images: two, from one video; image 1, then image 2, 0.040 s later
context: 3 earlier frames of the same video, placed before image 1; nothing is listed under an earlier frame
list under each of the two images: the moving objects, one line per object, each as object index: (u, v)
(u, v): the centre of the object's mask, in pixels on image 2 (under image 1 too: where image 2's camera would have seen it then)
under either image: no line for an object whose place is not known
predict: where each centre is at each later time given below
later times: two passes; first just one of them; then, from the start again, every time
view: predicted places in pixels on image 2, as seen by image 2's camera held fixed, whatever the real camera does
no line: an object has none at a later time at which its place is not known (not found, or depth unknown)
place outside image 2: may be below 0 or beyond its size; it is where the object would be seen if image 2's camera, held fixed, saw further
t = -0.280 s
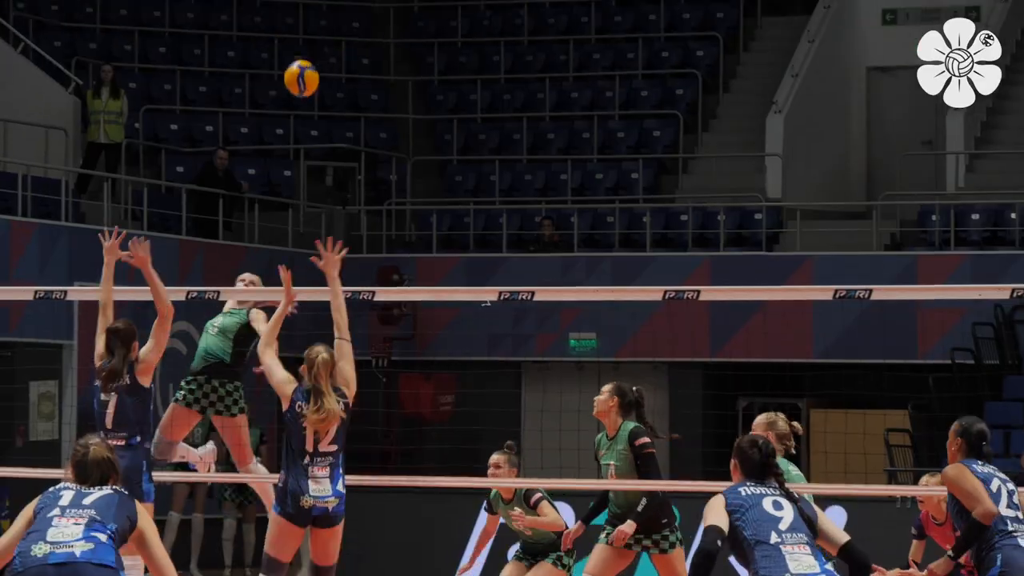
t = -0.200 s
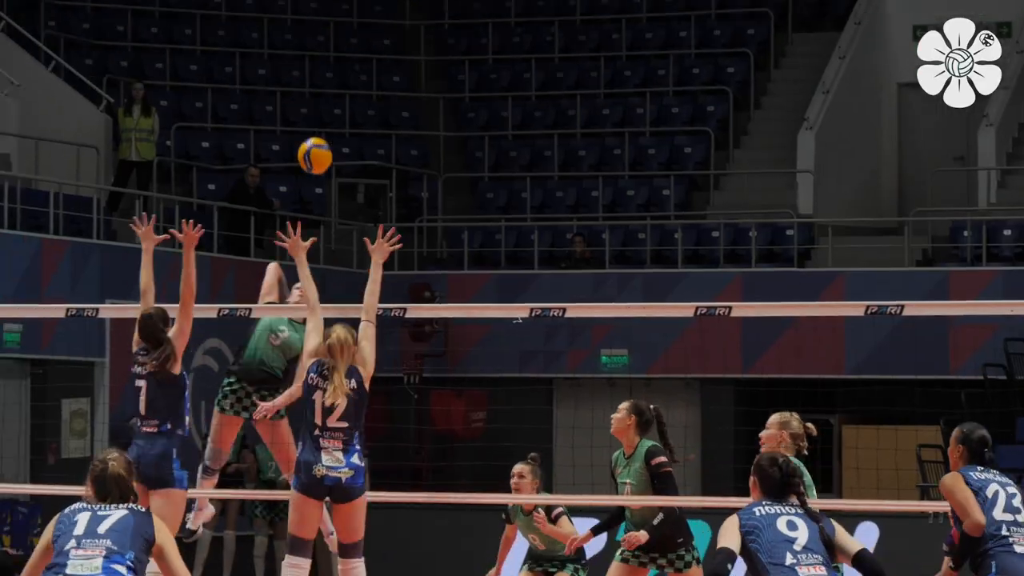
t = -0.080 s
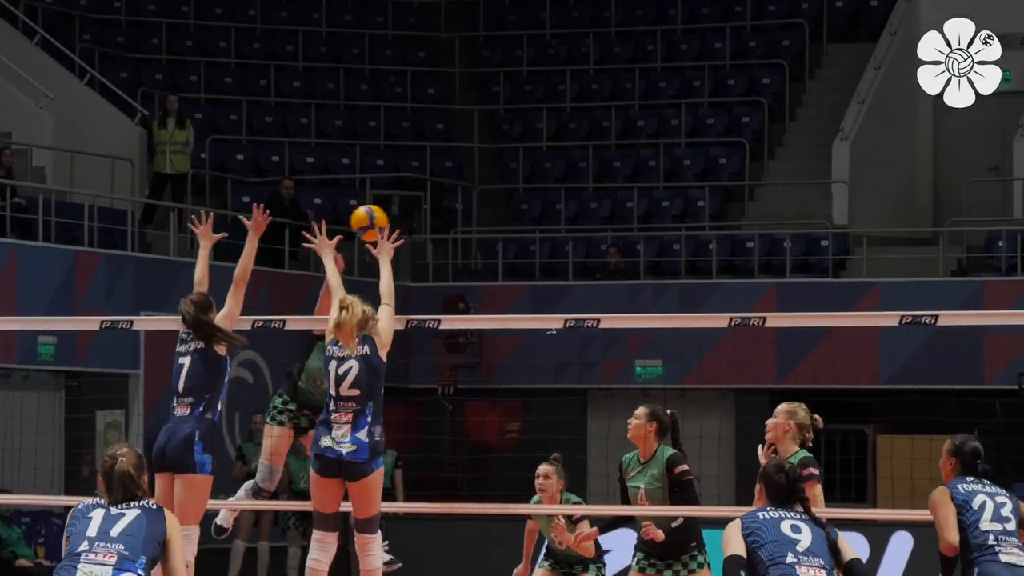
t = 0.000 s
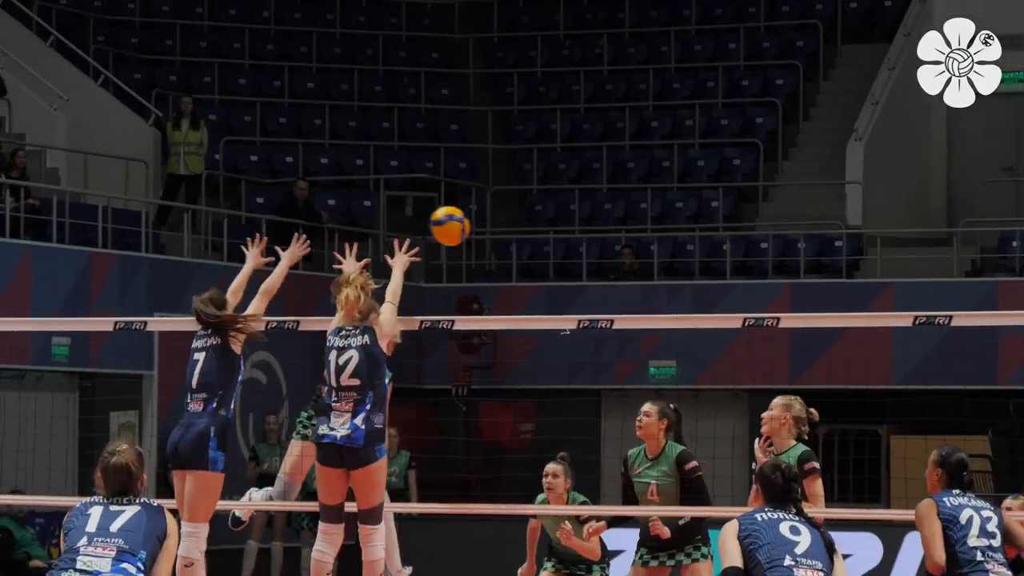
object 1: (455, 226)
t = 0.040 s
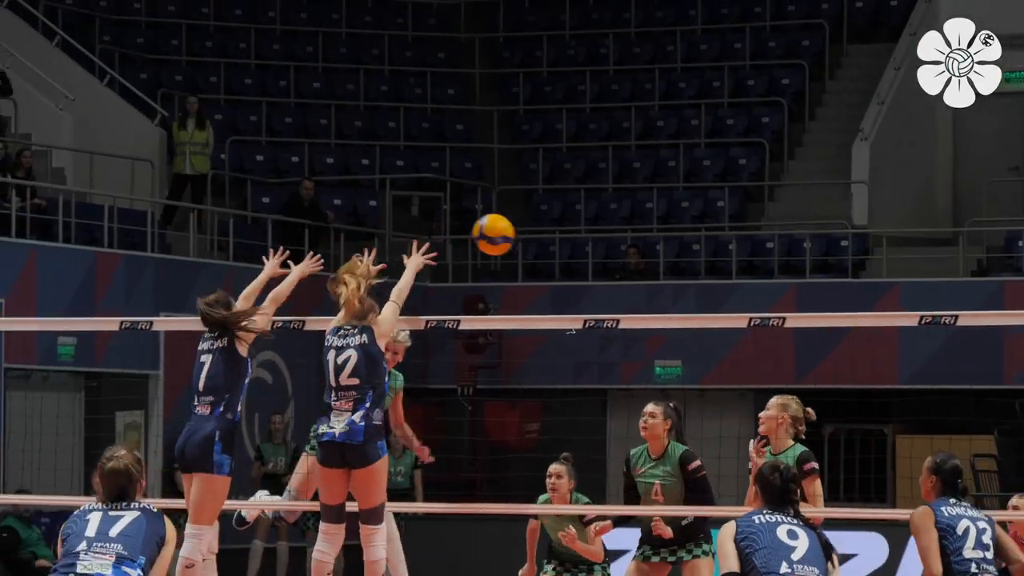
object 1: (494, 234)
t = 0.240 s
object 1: (766, 378)
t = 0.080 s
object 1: (537, 249)
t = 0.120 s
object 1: (587, 270)
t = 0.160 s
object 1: (639, 297)
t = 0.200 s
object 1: (699, 334)
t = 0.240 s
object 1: (766, 378)
